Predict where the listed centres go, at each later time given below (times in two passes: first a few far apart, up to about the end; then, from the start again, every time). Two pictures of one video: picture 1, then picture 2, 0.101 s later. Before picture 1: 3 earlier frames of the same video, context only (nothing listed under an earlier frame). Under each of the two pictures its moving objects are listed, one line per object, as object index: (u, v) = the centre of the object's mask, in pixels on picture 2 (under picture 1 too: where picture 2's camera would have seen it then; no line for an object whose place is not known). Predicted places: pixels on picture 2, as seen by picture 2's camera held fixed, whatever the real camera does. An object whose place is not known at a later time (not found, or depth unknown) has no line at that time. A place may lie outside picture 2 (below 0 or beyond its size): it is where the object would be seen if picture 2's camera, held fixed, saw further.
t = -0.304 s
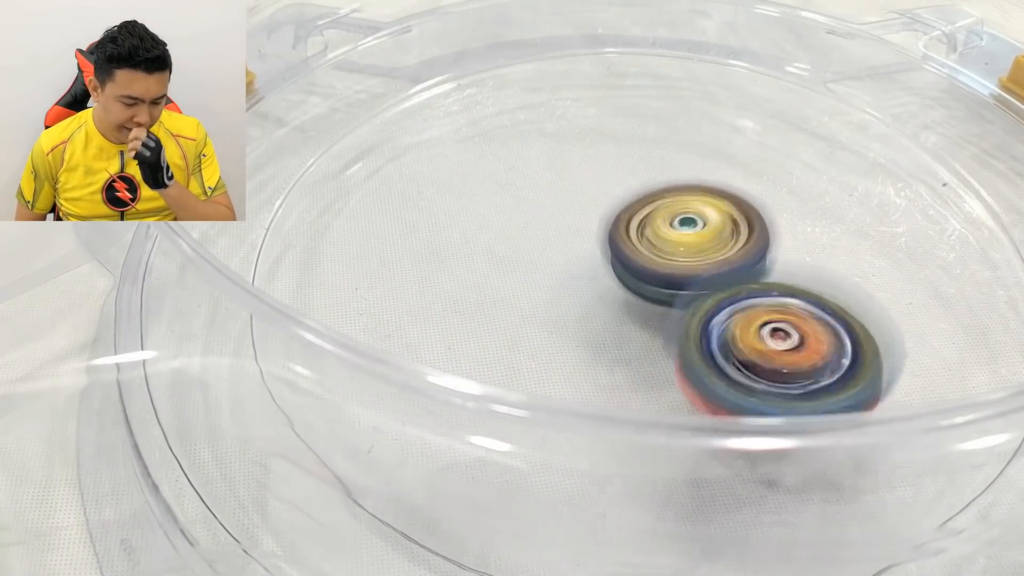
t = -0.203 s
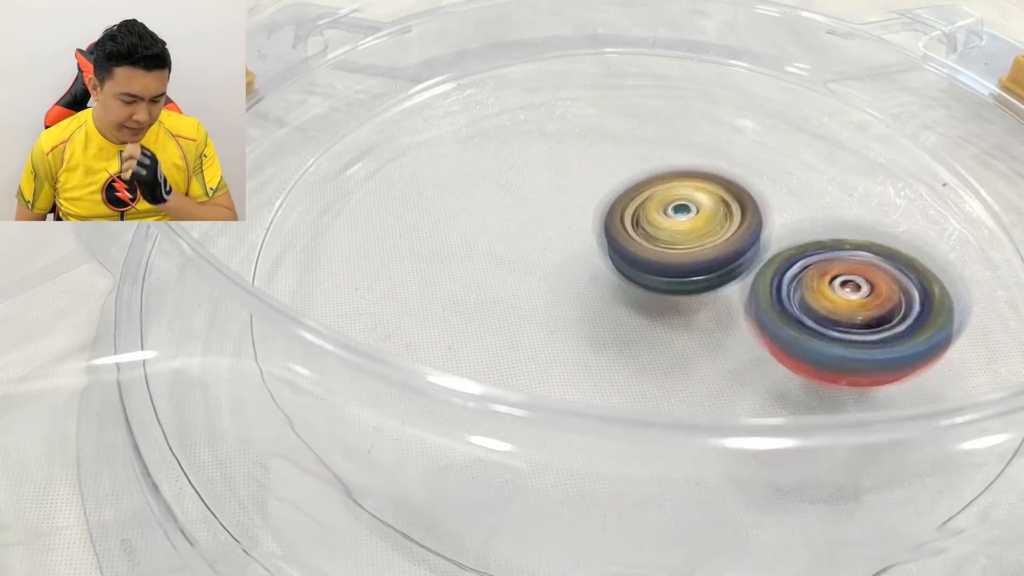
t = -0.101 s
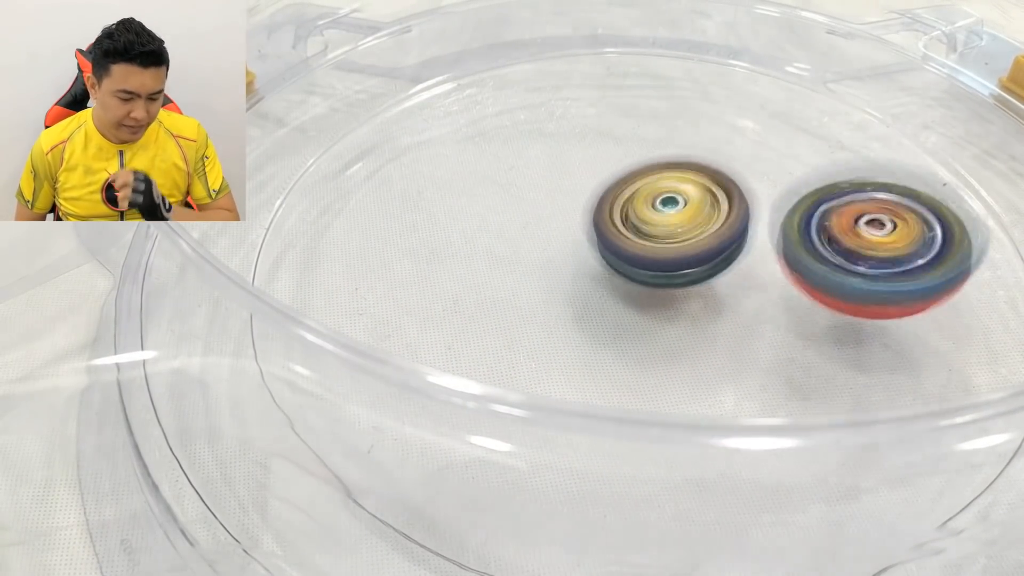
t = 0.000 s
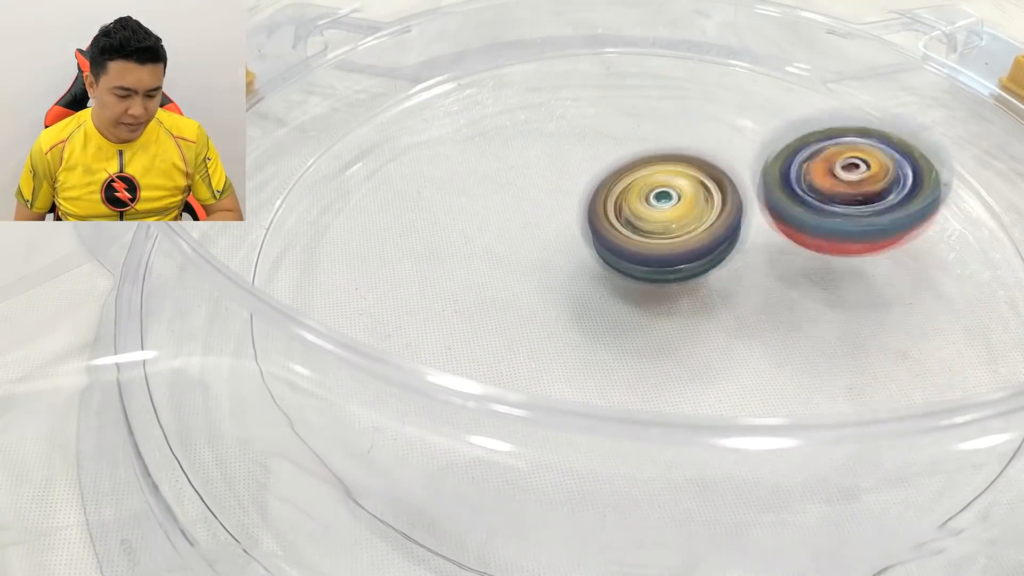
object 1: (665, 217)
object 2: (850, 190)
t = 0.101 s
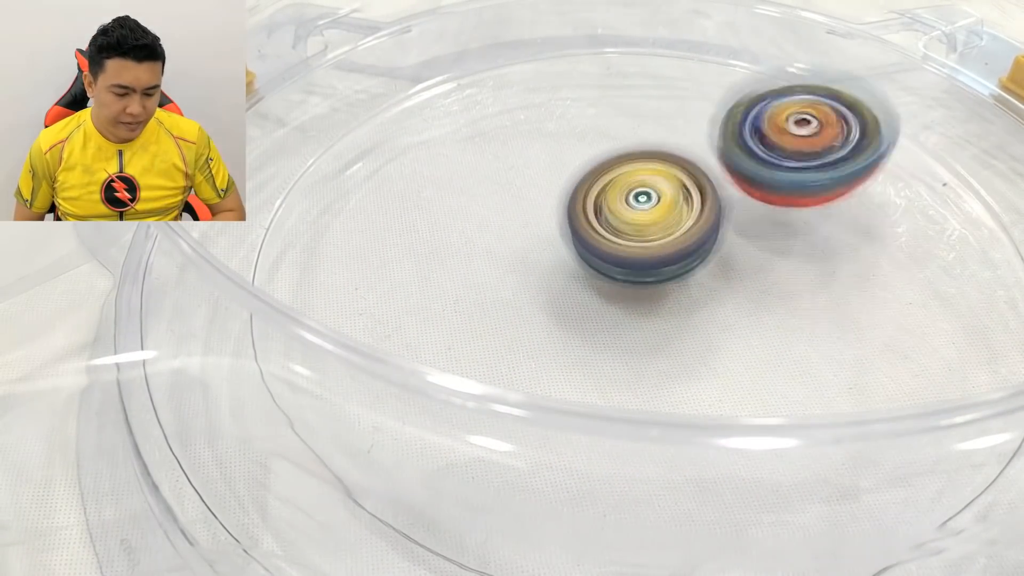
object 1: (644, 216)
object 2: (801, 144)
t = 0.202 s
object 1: (629, 221)
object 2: (729, 119)
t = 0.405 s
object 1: (595, 258)
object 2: (585, 121)
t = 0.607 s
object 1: (578, 329)
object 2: (508, 173)
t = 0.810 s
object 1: (584, 386)
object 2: (606, 211)
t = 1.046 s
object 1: (618, 364)
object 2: (679, 140)
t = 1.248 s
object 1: (655, 351)
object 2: (627, 149)
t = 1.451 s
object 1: (738, 394)
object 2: (645, 174)
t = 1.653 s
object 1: (751, 370)
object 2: (642, 190)
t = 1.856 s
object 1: (777, 369)
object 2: (672, 167)
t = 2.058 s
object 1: (745, 358)
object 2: (616, 96)
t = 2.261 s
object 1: (657, 267)
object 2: (531, 124)
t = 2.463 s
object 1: (714, 270)
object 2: (420, 113)
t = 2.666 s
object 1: (694, 267)
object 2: (438, 199)
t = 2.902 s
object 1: (919, 271)
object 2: (408, 231)
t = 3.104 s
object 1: (913, 293)
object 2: (496, 297)
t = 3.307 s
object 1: (832, 291)
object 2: (624, 288)
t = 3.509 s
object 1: (825, 271)
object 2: (571, 251)
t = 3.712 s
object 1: (781, 270)
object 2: (554, 221)
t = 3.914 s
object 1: (753, 277)
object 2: (564, 205)
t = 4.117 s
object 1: (731, 287)
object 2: (536, 199)
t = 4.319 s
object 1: (752, 340)
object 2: (541, 197)
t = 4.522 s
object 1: (736, 352)
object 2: (541, 196)
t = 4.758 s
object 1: (721, 338)
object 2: (636, 215)
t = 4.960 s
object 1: (727, 338)
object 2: (620, 160)
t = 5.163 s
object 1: (702, 318)
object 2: (609, 170)
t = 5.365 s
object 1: (753, 349)
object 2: (562, 136)
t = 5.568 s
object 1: (731, 341)
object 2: (511, 122)
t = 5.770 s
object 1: (714, 340)
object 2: (545, 185)
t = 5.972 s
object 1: (722, 354)
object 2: (618, 227)
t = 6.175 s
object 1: (716, 370)
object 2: (670, 200)
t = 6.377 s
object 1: (701, 365)
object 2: (691, 155)
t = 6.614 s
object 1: (676, 342)
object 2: (684, 157)
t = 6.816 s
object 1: (600, 333)
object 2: (684, 152)
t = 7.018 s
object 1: (493, 329)
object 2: (707, 110)
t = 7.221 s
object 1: (505, 324)
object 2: (707, 147)
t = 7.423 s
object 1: (520, 307)
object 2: (682, 203)
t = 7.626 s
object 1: (515, 302)
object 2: (711, 204)
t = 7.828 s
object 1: (517, 295)
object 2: (686, 214)
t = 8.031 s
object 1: (503, 309)
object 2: (698, 204)
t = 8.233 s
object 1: (512, 292)
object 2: (711, 193)
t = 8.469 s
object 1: (516, 273)
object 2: (720, 209)
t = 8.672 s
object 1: (512, 263)
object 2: (744, 228)
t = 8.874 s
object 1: (517, 248)
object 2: (717, 254)
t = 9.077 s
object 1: (461, 232)
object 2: (751, 271)
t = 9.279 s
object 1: (488, 219)
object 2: (782, 287)
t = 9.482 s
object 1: (525, 218)
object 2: (744, 274)
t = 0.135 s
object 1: (640, 218)
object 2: (776, 134)
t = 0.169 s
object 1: (634, 220)
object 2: (754, 125)
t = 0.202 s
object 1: (629, 221)
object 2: (729, 119)
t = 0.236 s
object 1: (621, 228)
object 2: (705, 110)
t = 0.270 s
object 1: (615, 230)
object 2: (680, 106)
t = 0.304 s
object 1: (610, 234)
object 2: (654, 107)
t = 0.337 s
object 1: (606, 236)
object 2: (628, 112)
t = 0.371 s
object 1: (600, 252)
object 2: (605, 116)
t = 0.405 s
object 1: (595, 258)
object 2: (585, 121)
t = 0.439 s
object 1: (590, 266)
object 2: (566, 131)
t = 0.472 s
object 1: (587, 279)
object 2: (550, 140)
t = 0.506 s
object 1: (588, 297)
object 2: (533, 140)
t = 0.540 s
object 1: (586, 310)
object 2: (520, 146)
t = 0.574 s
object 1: (583, 324)
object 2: (511, 156)
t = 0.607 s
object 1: (578, 329)
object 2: (508, 173)
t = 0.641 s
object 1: (574, 336)
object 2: (513, 191)
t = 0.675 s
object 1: (571, 338)
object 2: (525, 207)
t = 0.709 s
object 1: (575, 348)
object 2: (543, 216)
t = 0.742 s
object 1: (577, 355)
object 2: (565, 218)
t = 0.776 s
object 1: (581, 373)
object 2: (584, 216)
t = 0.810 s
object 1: (584, 386)
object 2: (606, 211)
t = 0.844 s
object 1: (587, 387)
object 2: (624, 205)
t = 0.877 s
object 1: (591, 394)
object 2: (643, 195)
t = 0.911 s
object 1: (595, 390)
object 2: (657, 185)
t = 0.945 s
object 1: (600, 388)
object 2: (669, 173)
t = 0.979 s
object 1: (605, 383)
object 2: (676, 161)
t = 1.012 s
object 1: (611, 365)
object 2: (680, 150)
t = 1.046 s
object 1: (618, 364)
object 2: (679, 140)
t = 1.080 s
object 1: (624, 362)
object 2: (673, 131)
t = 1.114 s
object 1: (630, 361)
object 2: (665, 126)
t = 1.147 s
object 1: (635, 359)
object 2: (655, 125)
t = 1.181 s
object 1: (641, 357)
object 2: (644, 129)
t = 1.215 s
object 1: (648, 355)
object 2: (634, 137)
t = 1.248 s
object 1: (655, 351)
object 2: (627, 149)
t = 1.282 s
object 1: (661, 347)
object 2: (624, 165)
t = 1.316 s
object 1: (667, 341)
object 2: (628, 182)
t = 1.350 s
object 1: (673, 336)
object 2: (637, 200)
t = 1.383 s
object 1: (694, 357)
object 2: (643, 198)
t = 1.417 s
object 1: (720, 373)
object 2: (644, 182)
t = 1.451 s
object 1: (738, 394)
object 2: (645, 174)
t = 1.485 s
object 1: (752, 410)
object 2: (646, 169)
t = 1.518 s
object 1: (756, 406)
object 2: (645, 167)
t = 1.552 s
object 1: (755, 400)
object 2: (642, 167)
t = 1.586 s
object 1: (756, 393)
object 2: (640, 169)
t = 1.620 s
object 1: (753, 374)
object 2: (639, 181)
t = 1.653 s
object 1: (751, 370)
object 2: (642, 190)
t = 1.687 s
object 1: (749, 366)
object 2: (647, 199)
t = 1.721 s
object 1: (748, 361)
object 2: (656, 208)
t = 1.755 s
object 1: (746, 354)
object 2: (666, 217)
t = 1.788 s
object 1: (745, 354)
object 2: (679, 220)
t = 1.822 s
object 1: (767, 364)
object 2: (676, 192)
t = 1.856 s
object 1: (777, 369)
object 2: (672, 167)
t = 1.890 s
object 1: (782, 398)
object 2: (668, 148)
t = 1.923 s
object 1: (780, 372)
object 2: (661, 133)
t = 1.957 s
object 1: (773, 371)
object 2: (653, 122)
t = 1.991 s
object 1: (765, 368)
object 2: (642, 111)
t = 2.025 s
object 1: (756, 362)
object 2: (629, 103)
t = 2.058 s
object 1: (745, 358)
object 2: (616, 96)
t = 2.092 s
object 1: (732, 349)
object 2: (599, 92)
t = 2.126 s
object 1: (717, 338)
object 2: (583, 90)
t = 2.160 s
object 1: (701, 324)
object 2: (566, 91)
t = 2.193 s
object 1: (686, 306)
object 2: (550, 97)
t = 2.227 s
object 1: (671, 286)
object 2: (537, 108)
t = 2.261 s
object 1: (657, 267)
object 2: (531, 124)
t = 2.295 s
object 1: (644, 247)
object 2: (529, 142)
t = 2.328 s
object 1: (668, 257)
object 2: (507, 128)
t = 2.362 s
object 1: (691, 262)
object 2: (479, 116)
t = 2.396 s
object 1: (708, 271)
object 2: (456, 112)
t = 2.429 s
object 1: (714, 268)
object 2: (437, 110)
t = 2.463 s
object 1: (714, 270)
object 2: (420, 113)
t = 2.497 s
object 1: (713, 269)
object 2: (408, 120)
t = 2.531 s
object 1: (709, 267)
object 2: (399, 132)
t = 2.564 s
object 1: (706, 268)
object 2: (398, 148)
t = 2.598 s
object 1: (703, 267)
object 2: (405, 165)
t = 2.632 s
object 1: (699, 267)
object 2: (419, 182)
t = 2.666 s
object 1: (694, 267)
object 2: (438, 199)
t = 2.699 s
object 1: (690, 268)
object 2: (460, 215)
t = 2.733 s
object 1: (685, 268)
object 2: (485, 230)
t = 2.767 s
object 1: (704, 270)
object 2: (490, 234)
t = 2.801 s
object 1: (776, 273)
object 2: (454, 227)
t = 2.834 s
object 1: (837, 270)
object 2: (426, 224)
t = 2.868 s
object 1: (886, 270)
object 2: (411, 225)
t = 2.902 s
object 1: (919, 271)
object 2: (408, 231)
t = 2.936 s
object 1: (935, 276)
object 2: (410, 242)
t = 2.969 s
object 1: (939, 282)
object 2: (416, 255)
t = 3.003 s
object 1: (936, 286)
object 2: (429, 269)
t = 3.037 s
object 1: (932, 291)
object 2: (446, 281)
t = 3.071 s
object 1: (924, 292)
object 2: (468, 290)
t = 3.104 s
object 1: (913, 293)
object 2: (496, 297)
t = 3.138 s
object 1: (899, 294)
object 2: (521, 301)
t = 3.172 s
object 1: (884, 294)
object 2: (548, 302)
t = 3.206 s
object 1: (865, 293)
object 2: (575, 302)
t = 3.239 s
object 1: (847, 291)
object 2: (597, 299)
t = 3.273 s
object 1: (830, 290)
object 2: (624, 296)
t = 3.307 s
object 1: (832, 291)
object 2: (624, 288)
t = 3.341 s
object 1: (846, 282)
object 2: (607, 282)
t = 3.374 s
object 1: (848, 274)
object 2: (596, 275)
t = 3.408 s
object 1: (845, 276)
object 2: (587, 268)
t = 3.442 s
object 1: (841, 272)
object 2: (581, 263)
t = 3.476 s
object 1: (833, 272)
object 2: (575, 257)
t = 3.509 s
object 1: (825, 271)
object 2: (571, 251)
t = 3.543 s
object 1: (818, 269)
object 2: (565, 245)
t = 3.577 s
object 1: (811, 270)
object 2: (562, 240)
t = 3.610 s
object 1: (802, 271)
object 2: (557, 234)
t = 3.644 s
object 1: (794, 270)
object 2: (555, 229)
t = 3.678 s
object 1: (787, 269)
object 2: (553, 225)
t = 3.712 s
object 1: (781, 270)
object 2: (554, 221)
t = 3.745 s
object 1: (774, 271)
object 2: (555, 217)
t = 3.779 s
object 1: (769, 270)
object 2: (555, 214)
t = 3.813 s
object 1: (763, 271)
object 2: (559, 212)
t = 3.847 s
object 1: (755, 272)
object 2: (564, 212)
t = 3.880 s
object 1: (747, 272)
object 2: (572, 209)
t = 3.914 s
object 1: (753, 277)
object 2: (564, 205)
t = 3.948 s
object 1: (753, 279)
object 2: (556, 201)
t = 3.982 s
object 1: (748, 281)
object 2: (547, 197)
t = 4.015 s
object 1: (745, 282)
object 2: (544, 195)
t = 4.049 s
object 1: (741, 283)
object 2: (536, 195)
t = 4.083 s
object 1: (736, 286)
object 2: (537, 196)
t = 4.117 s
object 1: (731, 287)
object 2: (536, 199)
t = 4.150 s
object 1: (727, 289)
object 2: (538, 204)
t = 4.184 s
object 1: (722, 292)
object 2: (545, 210)
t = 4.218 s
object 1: (719, 294)
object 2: (553, 216)
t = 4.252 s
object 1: (721, 300)
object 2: (563, 218)
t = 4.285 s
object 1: (750, 328)
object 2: (545, 203)
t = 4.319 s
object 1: (752, 340)
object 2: (541, 197)
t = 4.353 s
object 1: (751, 346)
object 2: (535, 193)
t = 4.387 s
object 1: (749, 350)
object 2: (531, 191)
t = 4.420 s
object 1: (744, 352)
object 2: (530, 189)
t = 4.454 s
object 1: (742, 352)
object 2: (533, 190)
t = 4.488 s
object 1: (737, 353)
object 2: (535, 192)
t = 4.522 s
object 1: (736, 352)
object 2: (541, 196)
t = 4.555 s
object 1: (733, 351)
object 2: (551, 199)
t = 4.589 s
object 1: (732, 350)
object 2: (564, 203)
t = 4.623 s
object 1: (731, 349)
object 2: (575, 207)
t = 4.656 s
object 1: (728, 346)
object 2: (587, 210)
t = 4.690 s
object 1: (726, 343)
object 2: (604, 213)
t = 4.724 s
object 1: (722, 340)
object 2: (621, 214)
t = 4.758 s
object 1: (721, 338)
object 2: (636, 215)
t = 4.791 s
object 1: (733, 351)
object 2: (633, 202)
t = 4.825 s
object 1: (738, 349)
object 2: (629, 191)
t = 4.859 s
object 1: (739, 345)
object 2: (629, 181)
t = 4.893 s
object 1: (733, 345)
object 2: (627, 173)
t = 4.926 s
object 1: (732, 339)
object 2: (624, 165)
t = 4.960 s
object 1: (727, 338)
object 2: (620, 160)
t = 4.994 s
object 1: (722, 336)
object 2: (618, 155)
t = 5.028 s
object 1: (722, 334)
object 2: (616, 152)
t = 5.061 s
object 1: (717, 332)
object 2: (610, 153)
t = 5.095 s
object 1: (714, 329)
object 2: (605, 155)
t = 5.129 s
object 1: (710, 324)
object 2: (605, 163)
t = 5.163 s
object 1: (702, 318)
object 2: (609, 170)
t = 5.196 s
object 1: (695, 312)
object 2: (612, 178)
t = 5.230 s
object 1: (694, 312)
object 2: (616, 184)
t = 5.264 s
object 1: (719, 335)
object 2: (598, 167)
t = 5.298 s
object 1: (738, 341)
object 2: (585, 153)
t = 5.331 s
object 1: (749, 348)
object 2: (575, 144)
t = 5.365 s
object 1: (753, 349)
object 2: (562, 136)
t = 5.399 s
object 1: (750, 346)
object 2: (552, 130)
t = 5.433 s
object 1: (746, 344)
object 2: (543, 125)
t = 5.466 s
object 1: (741, 343)
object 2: (534, 121)
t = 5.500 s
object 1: (738, 343)
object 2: (524, 120)
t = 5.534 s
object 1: (734, 342)
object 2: (516, 120)
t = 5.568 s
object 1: (731, 341)
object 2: (511, 122)
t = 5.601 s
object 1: (728, 341)
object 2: (509, 129)
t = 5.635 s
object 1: (725, 341)
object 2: (513, 139)
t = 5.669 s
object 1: (722, 340)
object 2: (517, 149)
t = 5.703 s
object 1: (719, 341)
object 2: (524, 161)
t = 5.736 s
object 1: (716, 340)
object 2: (533, 173)
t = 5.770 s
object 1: (714, 340)
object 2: (545, 185)
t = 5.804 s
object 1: (711, 340)
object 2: (561, 195)
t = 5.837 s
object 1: (709, 340)
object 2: (573, 206)
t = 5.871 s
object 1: (706, 340)
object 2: (585, 216)
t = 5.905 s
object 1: (709, 344)
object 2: (598, 223)
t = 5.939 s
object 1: (715, 349)
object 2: (610, 227)
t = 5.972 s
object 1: (722, 354)
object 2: (618, 227)
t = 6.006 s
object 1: (723, 354)
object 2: (628, 228)
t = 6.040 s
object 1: (722, 354)
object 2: (639, 230)
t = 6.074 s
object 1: (718, 356)
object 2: (650, 231)
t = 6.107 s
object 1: (717, 367)
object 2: (660, 219)
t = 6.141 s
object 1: (716, 369)
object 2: (667, 208)
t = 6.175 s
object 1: (716, 370)
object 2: (670, 200)
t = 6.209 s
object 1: (714, 370)
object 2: (672, 190)
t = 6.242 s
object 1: (712, 369)
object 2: (677, 182)
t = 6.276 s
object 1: (710, 369)
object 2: (680, 175)
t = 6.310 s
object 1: (707, 367)
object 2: (684, 168)
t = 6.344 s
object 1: (704, 366)
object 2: (688, 161)
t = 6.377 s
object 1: (701, 365)
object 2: (691, 155)
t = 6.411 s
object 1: (698, 363)
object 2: (694, 151)
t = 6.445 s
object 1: (696, 362)
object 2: (695, 147)
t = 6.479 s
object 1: (694, 360)
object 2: (697, 147)
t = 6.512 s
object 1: (691, 357)
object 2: (696, 148)
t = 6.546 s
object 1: (687, 354)
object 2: (689, 148)
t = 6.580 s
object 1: (682, 348)
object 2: (687, 153)
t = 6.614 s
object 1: (676, 342)
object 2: (684, 157)
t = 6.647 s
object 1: (668, 334)
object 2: (681, 164)
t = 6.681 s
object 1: (660, 322)
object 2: (680, 170)
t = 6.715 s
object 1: (650, 314)
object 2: (677, 177)
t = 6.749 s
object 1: (639, 313)
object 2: (677, 173)
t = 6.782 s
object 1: (625, 317)
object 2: (677, 170)
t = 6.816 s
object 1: (600, 333)
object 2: (684, 152)
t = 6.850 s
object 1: (578, 338)
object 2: (692, 141)
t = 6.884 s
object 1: (557, 339)
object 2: (691, 134)
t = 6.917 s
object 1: (535, 335)
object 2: (690, 130)
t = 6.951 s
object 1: (505, 332)
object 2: (700, 115)
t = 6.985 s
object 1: (494, 330)
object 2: (702, 113)
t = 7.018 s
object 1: (493, 329)
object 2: (707, 110)
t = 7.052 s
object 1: (498, 329)
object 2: (713, 109)
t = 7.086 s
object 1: (502, 330)
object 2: (707, 114)
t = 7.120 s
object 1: (505, 330)
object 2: (709, 123)
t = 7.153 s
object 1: (503, 328)
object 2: (712, 128)
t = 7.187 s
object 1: (504, 325)
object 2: (707, 136)
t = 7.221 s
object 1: (505, 324)
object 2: (707, 147)
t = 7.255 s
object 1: (505, 323)
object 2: (709, 154)
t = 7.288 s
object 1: (500, 321)
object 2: (703, 163)
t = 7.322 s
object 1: (502, 319)
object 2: (698, 176)
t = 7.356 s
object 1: (507, 316)
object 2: (697, 184)
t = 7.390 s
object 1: (515, 312)
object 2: (690, 191)
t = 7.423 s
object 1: (520, 307)
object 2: (682, 203)
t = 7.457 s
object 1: (529, 300)
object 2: (677, 208)
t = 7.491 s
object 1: (524, 303)
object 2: (683, 207)
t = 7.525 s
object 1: (516, 303)
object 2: (700, 204)
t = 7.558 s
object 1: (510, 305)
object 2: (711, 201)
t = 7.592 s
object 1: (510, 304)
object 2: (711, 202)
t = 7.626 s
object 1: (515, 302)
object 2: (711, 204)
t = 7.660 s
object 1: (517, 301)
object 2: (704, 205)
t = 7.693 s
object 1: (515, 299)
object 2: (704, 205)
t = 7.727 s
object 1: (516, 298)
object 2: (698, 205)
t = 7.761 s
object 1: (518, 297)
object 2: (697, 207)
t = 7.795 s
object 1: (518, 297)
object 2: (692, 208)
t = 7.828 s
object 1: (517, 295)
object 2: (686, 214)
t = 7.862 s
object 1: (519, 294)
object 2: (681, 216)
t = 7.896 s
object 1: (519, 296)
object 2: (673, 221)
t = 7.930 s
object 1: (506, 305)
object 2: (683, 218)
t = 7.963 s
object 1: (500, 307)
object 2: (685, 214)
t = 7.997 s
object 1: (500, 311)
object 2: (699, 210)
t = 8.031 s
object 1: (503, 309)
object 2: (698, 204)
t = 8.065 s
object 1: (509, 308)
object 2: (709, 202)
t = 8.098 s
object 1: (508, 302)
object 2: (709, 196)
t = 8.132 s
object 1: (512, 298)
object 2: (717, 199)
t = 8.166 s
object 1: (510, 296)
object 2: (713, 192)
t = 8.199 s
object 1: (509, 292)
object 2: (719, 197)
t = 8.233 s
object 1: (512, 292)
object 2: (711, 193)
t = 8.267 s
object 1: (510, 290)
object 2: (714, 198)
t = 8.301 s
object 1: (518, 288)
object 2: (707, 194)
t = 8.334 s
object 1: (520, 286)
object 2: (709, 201)
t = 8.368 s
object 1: (533, 281)
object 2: (702, 199)
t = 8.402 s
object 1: (540, 278)
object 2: (701, 206)
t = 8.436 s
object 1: (537, 273)
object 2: (700, 205)
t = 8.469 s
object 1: (516, 273)
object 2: (720, 209)
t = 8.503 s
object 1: (504, 269)
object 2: (721, 211)
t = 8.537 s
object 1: (503, 269)
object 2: (726, 211)
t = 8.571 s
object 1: (500, 265)
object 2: (734, 215)
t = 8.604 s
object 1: (504, 267)
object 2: (735, 220)
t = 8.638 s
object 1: (505, 264)
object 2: (742, 224)
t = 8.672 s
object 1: (512, 263)
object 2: (744, 228)
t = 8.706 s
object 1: (512, 258)
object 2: (741, 232)
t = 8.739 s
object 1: (517, 256)
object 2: (742, 234)
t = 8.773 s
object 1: (514, 253)
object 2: (738, 240)
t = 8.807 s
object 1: (519, 251)
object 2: (731, 243)
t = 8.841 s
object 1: (515, 249)
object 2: (728, 248)
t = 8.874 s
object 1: (517, 248)
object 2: (717, 254)
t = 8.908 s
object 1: (514, 248)
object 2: (710, 256)
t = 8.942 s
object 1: (516, 247)
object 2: (711, 259)
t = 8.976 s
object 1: (500, 248)
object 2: (721, 264)
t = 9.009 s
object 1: (481, 242)
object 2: (734, 269)
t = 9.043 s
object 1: (467, 235)
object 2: (747, 271)
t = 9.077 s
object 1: (461, 232)
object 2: (751, 271)
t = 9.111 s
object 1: (462, 226)
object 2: (754, 274)
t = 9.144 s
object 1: (462, 228)
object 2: (767, 276)
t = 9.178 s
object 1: (470, 227)
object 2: (773, 283)
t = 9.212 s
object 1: (475, 224)
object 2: (775, 282)
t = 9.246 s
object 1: (480, 222)
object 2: (776, 286)
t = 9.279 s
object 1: (488, 219)
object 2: (782, 287)
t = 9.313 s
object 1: (491, 217)
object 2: (781, 289)
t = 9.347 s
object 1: (494, 216)
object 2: (770, 286)
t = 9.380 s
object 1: (501, 215)
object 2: (771, 283)
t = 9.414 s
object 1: (502, 215)
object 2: (767, 283)
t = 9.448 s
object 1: (514, 216)
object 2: (755, 277)
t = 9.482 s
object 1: (525, 218)
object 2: (744, 274)
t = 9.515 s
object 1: (533, 217)
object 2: (737, 270)
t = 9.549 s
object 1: (550, 216)
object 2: (729, 267)
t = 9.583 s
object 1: (561, 215)
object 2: (727, 261)
